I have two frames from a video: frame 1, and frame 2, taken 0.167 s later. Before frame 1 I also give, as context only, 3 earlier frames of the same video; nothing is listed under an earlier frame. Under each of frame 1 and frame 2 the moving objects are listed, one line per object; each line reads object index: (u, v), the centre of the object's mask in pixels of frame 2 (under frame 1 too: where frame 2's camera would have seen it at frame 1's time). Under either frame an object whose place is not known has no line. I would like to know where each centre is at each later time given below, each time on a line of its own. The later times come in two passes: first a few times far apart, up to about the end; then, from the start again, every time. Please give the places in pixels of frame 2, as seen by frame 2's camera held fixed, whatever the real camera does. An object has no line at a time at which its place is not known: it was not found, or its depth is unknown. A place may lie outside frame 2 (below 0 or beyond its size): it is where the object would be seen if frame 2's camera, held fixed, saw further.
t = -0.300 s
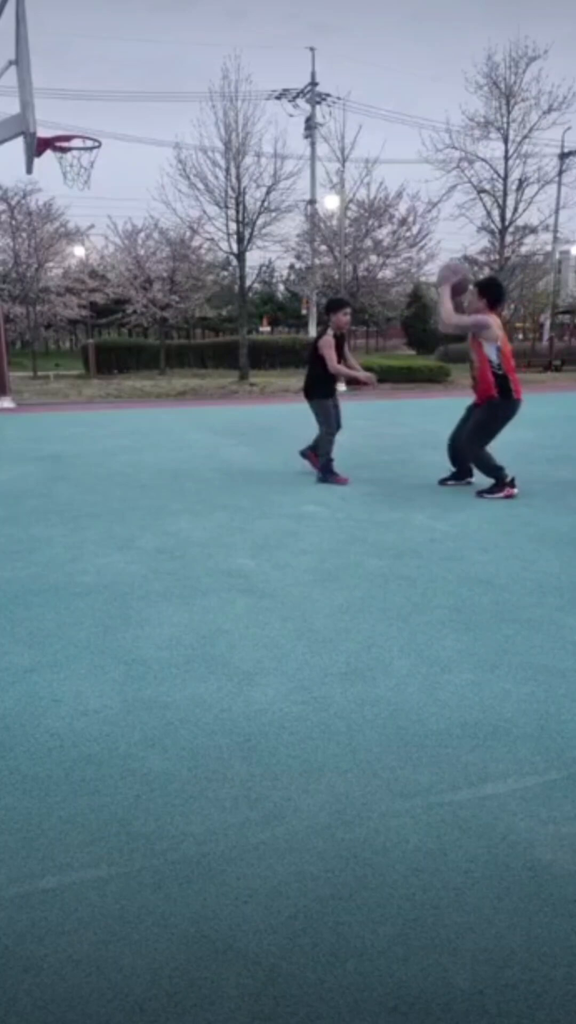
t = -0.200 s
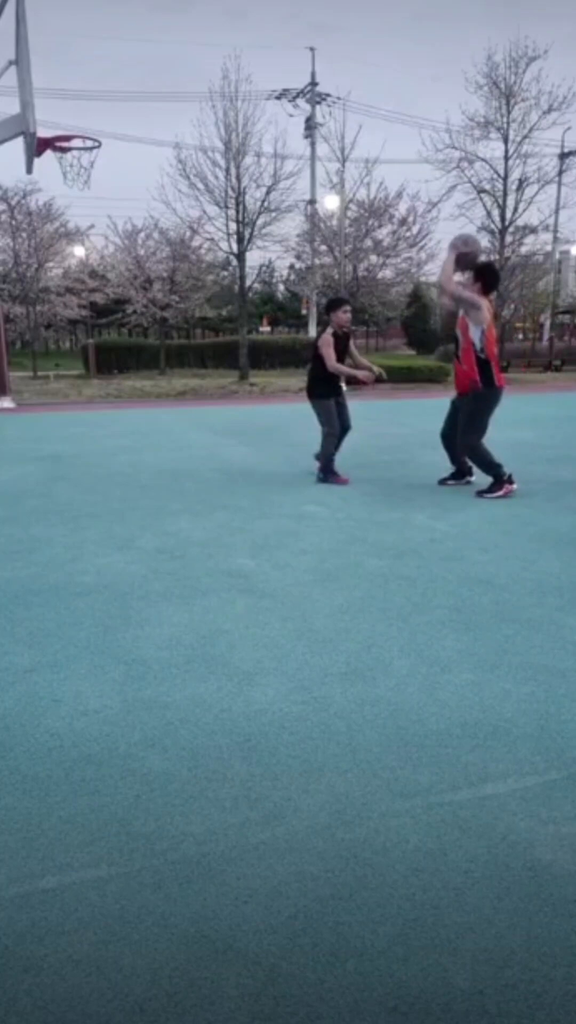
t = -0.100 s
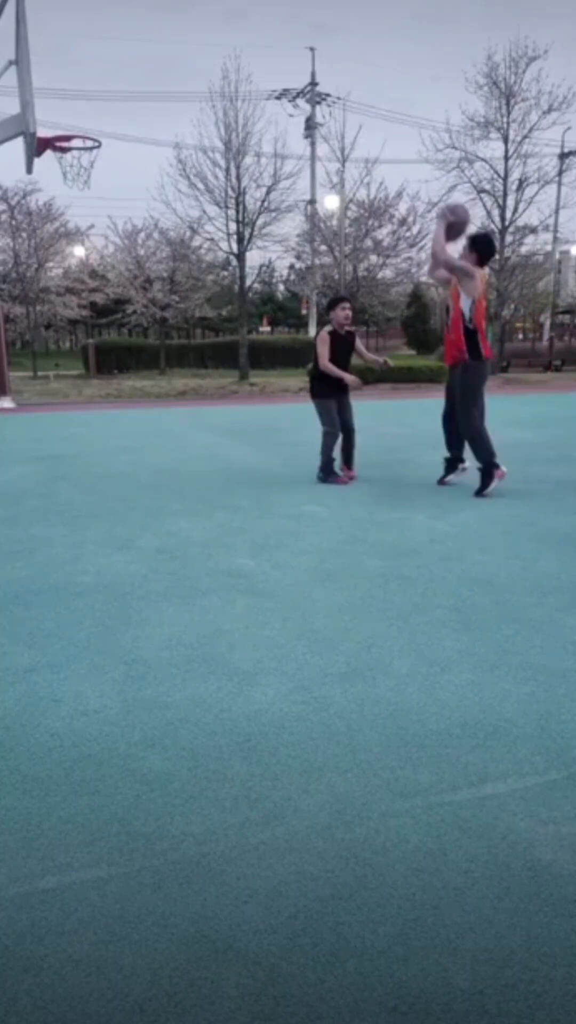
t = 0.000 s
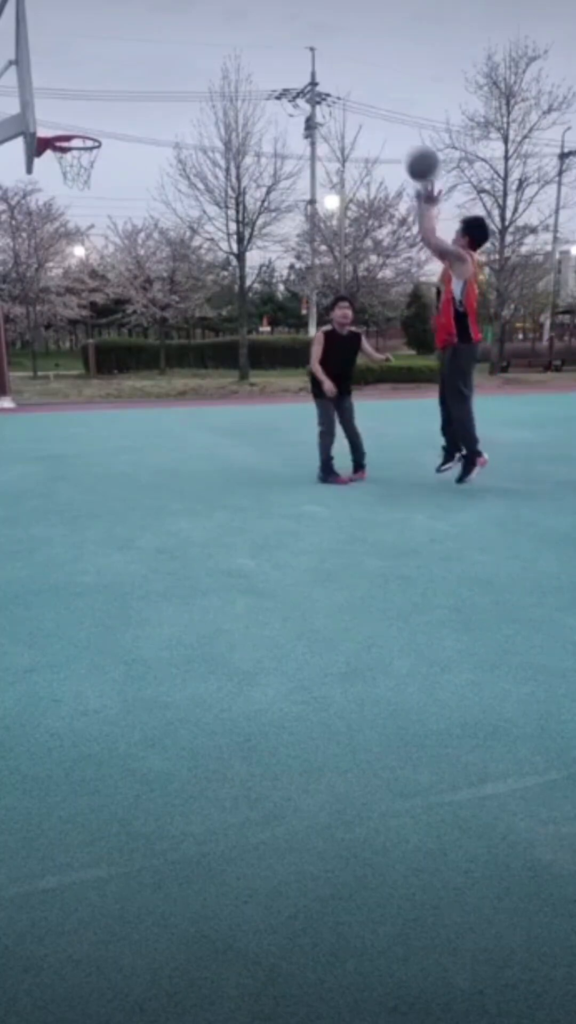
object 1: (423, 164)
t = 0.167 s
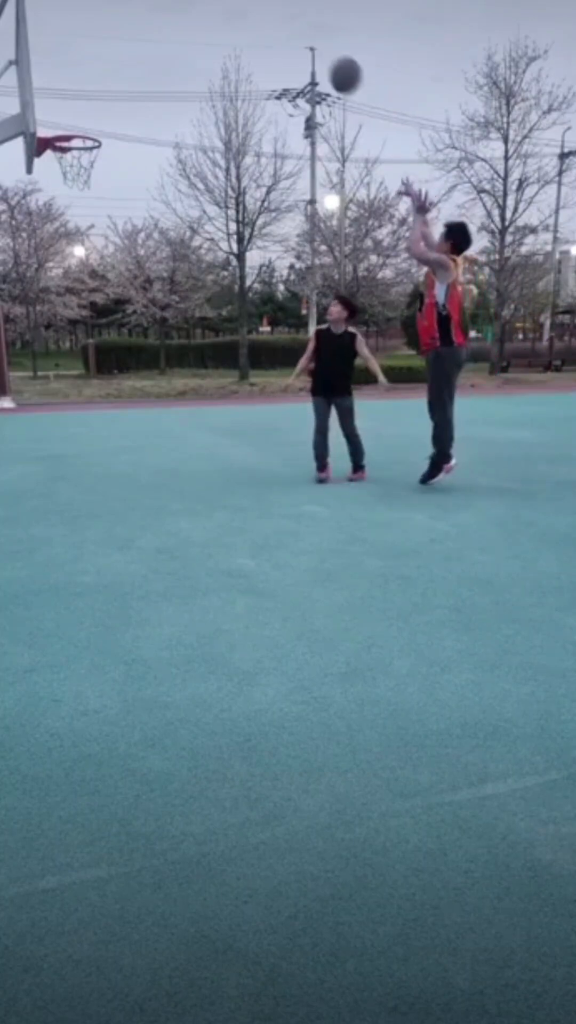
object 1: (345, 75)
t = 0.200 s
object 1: (330, 62)
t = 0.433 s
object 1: (232, 24)
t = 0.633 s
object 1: (160, 50)
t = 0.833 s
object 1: (99, 122)
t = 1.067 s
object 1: (142, 124)
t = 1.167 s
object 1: (167, 140)
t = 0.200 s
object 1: (330, 62)
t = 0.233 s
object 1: (316, 52)
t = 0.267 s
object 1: (301, 43)
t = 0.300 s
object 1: (287, 36)
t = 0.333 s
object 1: (273, 30)
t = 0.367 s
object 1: (259, 27)
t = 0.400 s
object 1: (245, 24)
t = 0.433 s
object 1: (232, 24)
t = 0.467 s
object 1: (219, 25)
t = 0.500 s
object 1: (207, 27)
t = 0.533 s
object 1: (194, 31)
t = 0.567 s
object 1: (183, 36)
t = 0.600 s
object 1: (171, 42)
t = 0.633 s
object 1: (160, 50)
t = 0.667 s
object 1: (148, 60)
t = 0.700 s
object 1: (138, 70)
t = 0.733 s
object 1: (128, 81)
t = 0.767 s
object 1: (118, 94)
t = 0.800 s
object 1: (108, 107)
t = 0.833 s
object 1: (99, 122)
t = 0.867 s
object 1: (97, 129)
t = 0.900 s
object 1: (104, 125)
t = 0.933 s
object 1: (111, 122)
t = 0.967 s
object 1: (118, 120)
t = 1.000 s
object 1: (126, 120)
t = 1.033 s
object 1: (134, 121)
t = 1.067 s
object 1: (142, 124)
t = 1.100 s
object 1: (150, 128)
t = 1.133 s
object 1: (159, 133)
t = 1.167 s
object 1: (167, 140)
